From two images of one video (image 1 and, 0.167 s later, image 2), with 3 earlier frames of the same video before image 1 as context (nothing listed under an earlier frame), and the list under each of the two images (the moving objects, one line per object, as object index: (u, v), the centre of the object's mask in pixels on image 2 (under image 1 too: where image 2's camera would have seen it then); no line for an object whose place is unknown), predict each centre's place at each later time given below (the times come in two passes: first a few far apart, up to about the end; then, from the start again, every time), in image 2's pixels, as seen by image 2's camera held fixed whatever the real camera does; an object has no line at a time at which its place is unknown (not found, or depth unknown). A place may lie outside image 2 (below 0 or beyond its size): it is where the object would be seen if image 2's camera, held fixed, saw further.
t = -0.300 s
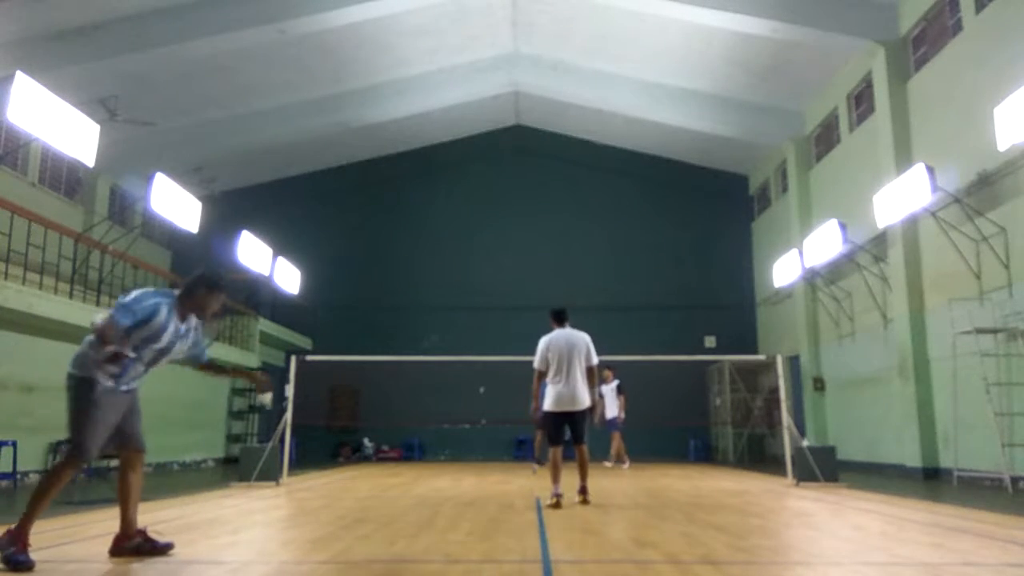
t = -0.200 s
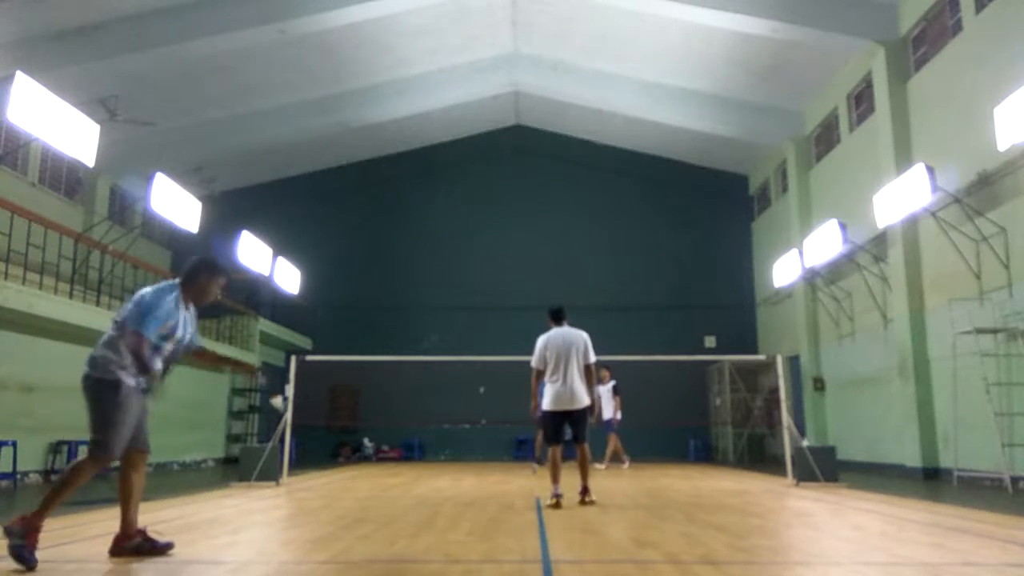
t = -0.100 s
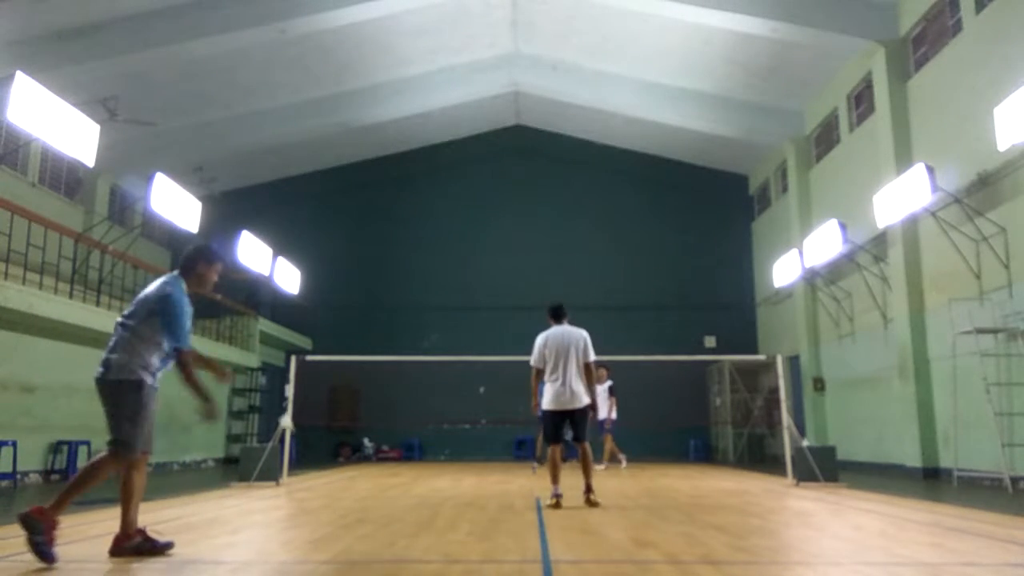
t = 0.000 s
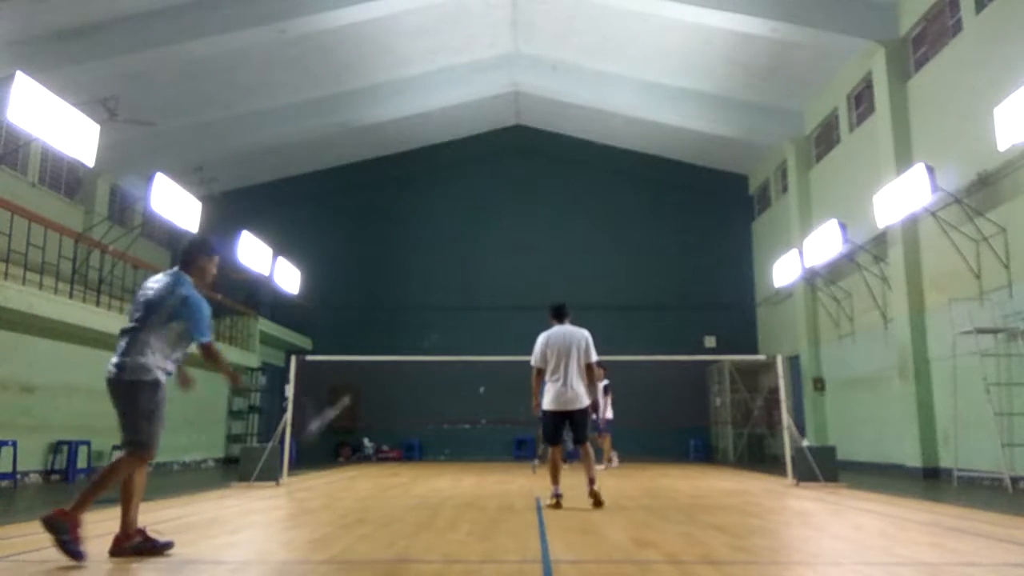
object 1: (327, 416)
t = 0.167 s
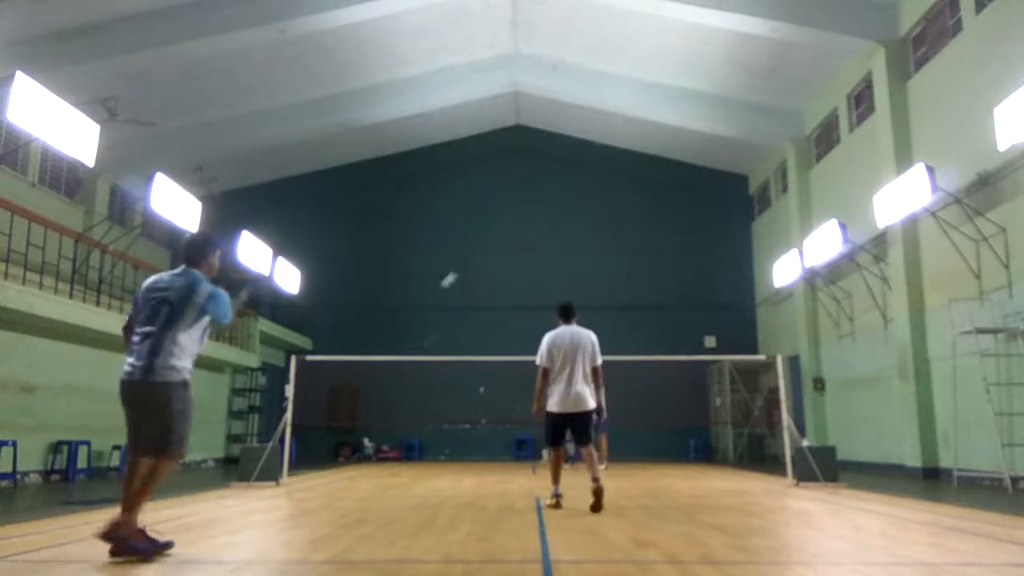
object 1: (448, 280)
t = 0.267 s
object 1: (477, 255)
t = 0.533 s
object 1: (517, 248)
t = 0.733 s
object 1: (535, 275)
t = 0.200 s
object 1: (459, 269)
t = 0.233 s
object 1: (469, 261)
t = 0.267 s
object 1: (477, 255)
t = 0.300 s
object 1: (483, 250)
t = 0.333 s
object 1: (490, 247)
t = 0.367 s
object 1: (496, 244)
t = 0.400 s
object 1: (501, 244)
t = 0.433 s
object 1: (505, 244)
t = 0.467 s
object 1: (510, 245)
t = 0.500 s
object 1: (513, 245)
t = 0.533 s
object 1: (517, 248)
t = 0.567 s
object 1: (521, 252)
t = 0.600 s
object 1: (524, 255)
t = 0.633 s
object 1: (527, 259)
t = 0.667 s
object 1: (530, 264)
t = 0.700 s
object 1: (533, 269)
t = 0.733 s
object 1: (535, 275)
